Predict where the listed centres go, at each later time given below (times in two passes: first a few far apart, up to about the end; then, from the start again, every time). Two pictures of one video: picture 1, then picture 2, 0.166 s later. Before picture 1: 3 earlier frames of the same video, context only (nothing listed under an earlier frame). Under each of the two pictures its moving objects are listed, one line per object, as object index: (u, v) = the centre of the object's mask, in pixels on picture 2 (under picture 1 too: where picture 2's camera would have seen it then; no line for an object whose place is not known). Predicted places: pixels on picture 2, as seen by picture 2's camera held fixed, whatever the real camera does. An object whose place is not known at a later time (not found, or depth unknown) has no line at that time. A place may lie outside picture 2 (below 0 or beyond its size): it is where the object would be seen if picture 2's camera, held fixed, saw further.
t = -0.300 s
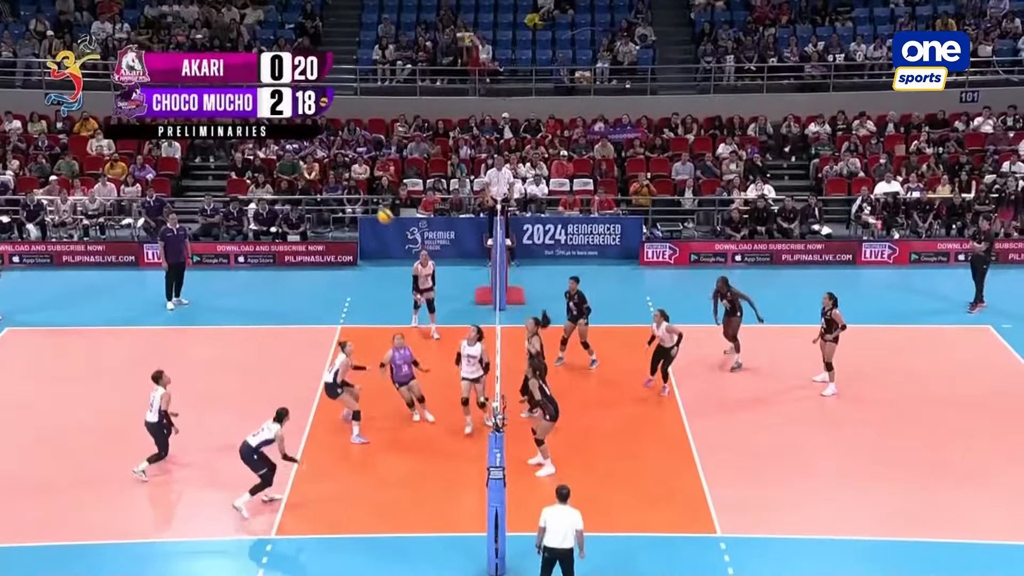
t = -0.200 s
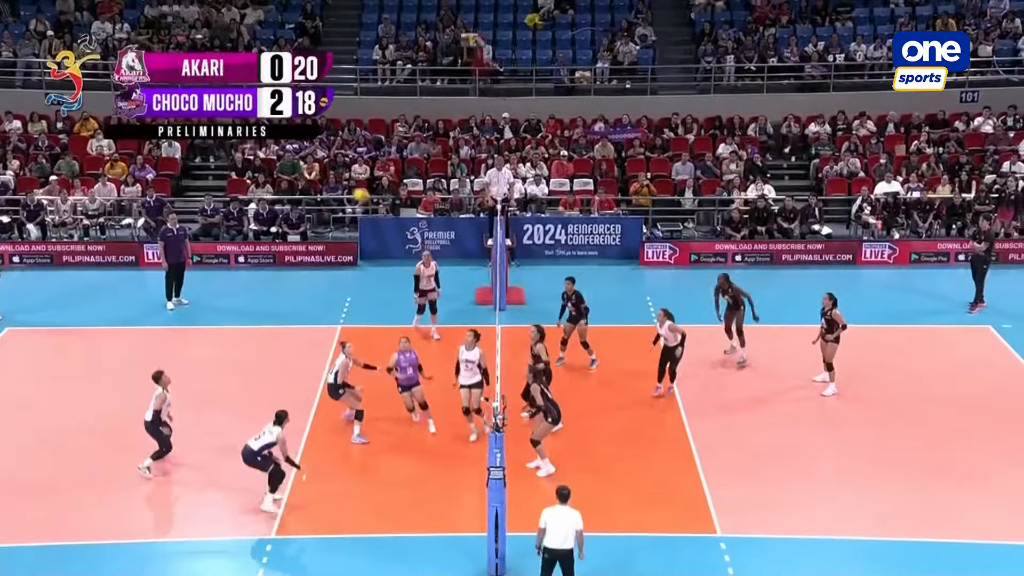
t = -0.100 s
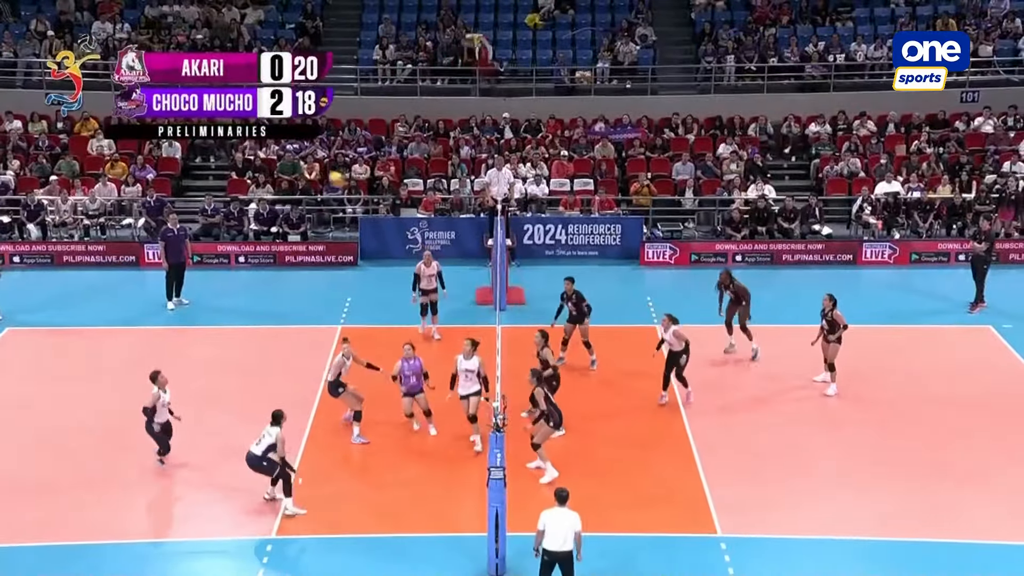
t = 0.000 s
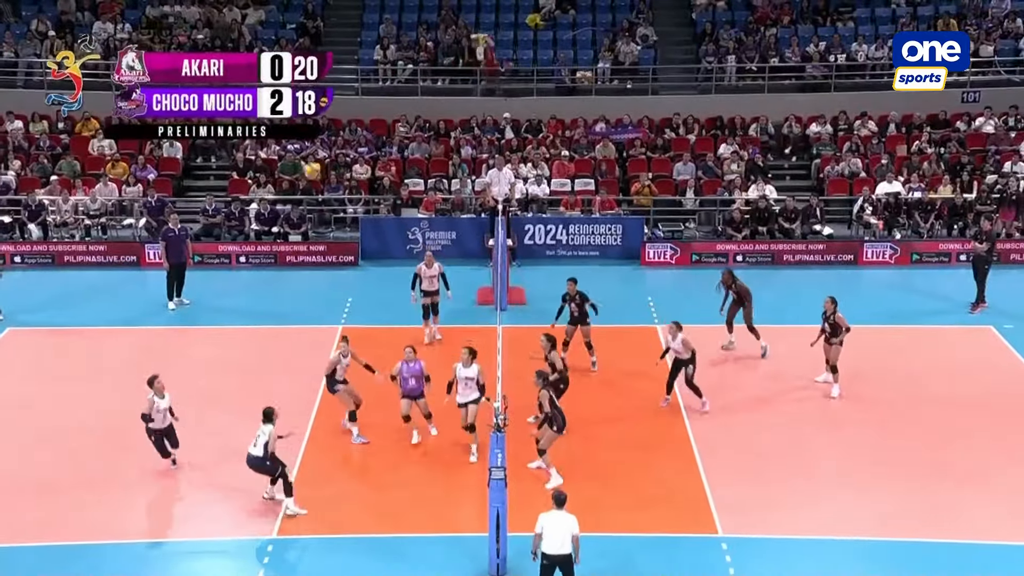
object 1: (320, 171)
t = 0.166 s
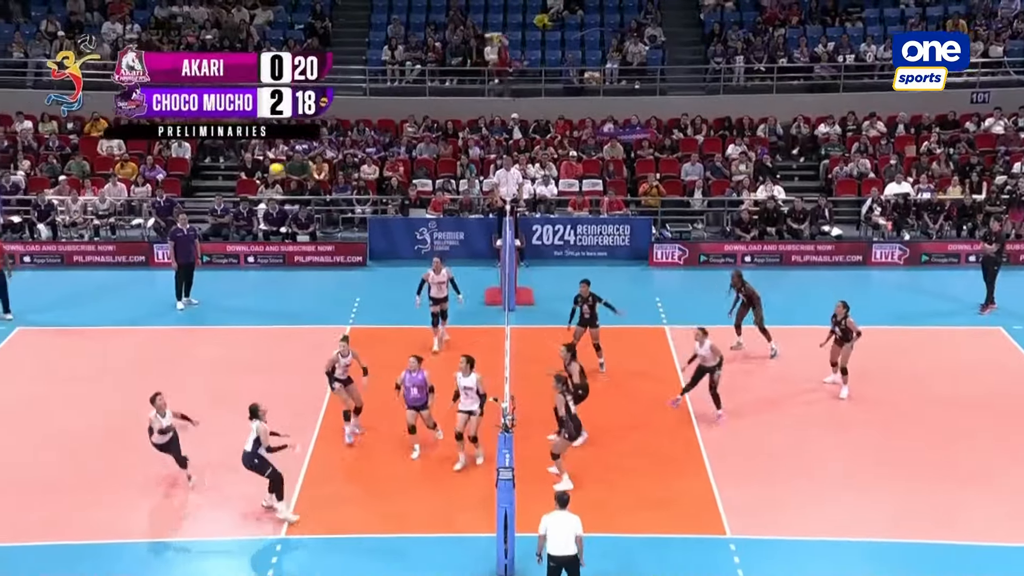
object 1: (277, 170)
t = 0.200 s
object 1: (269, 173)
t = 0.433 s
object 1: (207, 211)
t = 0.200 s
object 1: (269, 173)
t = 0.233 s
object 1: (260, 176)
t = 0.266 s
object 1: (251, 180)
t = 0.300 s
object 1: (242, 185)
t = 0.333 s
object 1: (233, 189)
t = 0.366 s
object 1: (225, 197)
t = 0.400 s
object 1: (216, 204)
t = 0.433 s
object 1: (207, 211)
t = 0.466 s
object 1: (198, 219)
